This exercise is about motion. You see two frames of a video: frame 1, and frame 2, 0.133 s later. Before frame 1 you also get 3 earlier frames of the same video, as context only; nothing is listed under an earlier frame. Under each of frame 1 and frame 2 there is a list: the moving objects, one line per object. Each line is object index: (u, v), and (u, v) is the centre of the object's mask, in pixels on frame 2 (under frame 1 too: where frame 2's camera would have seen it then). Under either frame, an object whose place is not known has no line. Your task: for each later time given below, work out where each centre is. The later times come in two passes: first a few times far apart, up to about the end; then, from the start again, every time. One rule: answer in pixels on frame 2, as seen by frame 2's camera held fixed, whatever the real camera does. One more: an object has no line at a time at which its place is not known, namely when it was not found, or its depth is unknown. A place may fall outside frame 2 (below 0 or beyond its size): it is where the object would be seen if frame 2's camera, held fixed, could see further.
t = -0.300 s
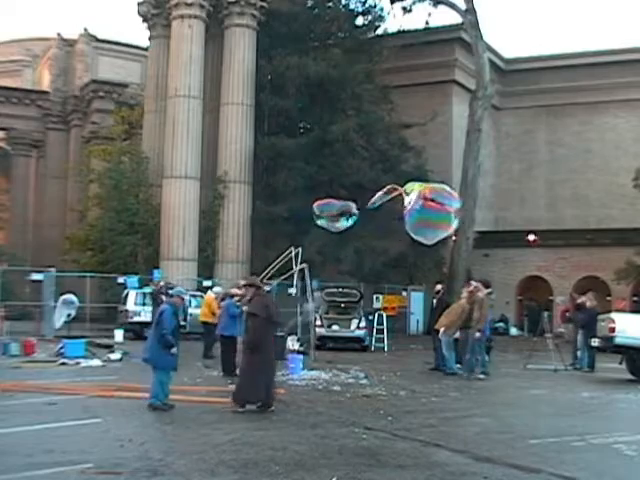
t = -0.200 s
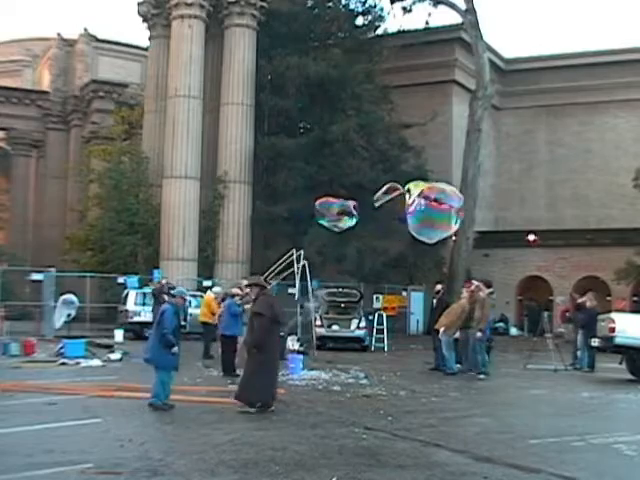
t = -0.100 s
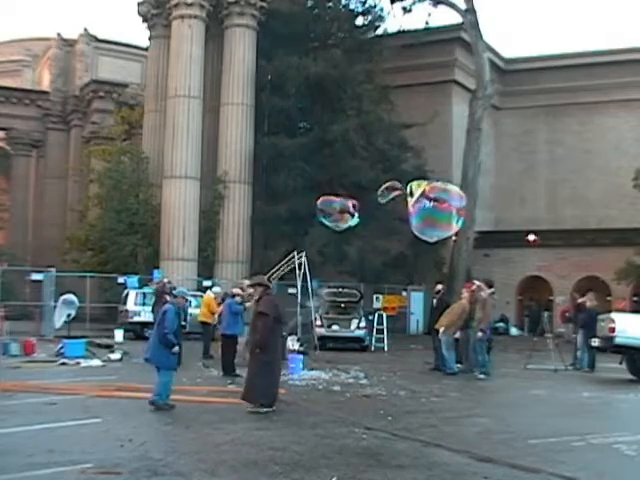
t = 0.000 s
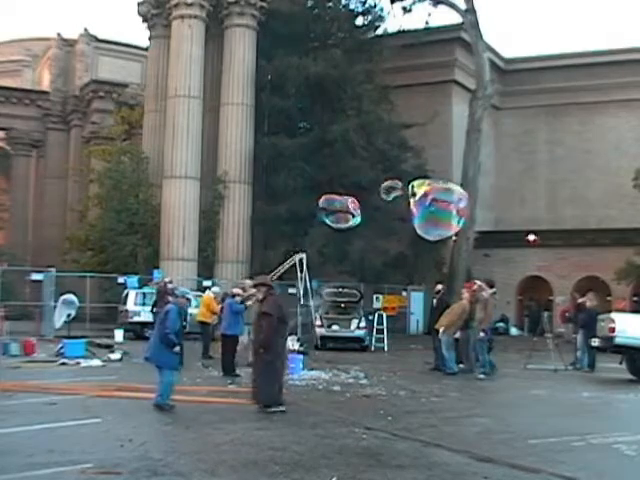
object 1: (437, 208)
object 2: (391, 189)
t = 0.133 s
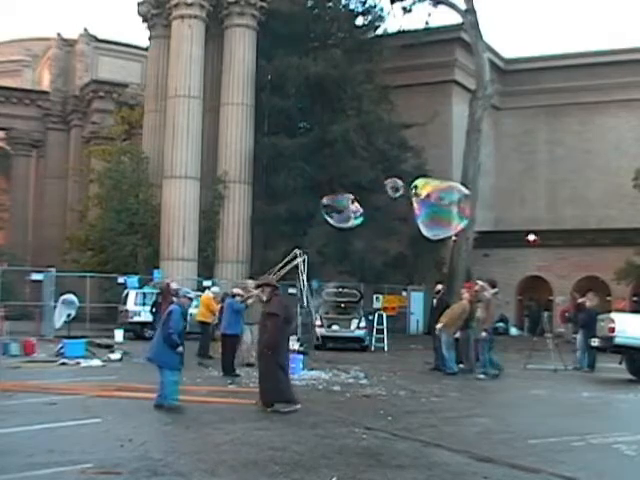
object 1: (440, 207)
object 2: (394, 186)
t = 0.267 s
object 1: (442, 206)
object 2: (397, 184)
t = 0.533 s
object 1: (448, 204)
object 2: (402, 180)
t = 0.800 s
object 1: (452, 202)
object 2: (407, 177)
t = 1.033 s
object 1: (457, 201)
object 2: (412, 173)
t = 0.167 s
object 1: (441, 206)
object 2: (395, 185)
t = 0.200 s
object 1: (441, 206)
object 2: (395, 185)
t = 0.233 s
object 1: (442, 206)
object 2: (396, 185)
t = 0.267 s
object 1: (442, 206)
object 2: (397, 184)
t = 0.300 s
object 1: (443, 205)
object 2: (397, 184)
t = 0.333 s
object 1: (444, 205)
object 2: (398, 183)
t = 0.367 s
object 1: (444, 205)
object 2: (399, 183)
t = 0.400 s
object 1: (445, 205)
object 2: (399, 182)
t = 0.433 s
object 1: (446, 205)
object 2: (400, 181)
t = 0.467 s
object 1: (446, 204)
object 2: (400, 181)
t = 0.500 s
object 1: (447, 204)
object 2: (401, 180)
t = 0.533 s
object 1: (448, 204)
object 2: (402, 180)
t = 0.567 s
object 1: (448, 204)
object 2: (403, 179)
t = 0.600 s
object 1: (448, 203)
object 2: (403, 179)
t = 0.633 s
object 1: (449, 203)
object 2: (404, 178)
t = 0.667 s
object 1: (450, 203)
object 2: (405, 178)
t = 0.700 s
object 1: (450, 203)
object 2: (406, 177)
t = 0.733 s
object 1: (451, 202)
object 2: (406, 177)
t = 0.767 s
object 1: (452, 202)
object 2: (407, 177)
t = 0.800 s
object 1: (452, 202)
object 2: (407, 177)
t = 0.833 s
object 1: (453, 202)
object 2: (409, 176)
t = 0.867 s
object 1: (454, 202)
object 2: (409, 175)
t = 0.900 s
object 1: (454, 201)
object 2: (410, 175)
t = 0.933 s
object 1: (455, 201)
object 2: (411, 174)
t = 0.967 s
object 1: (456, 201)
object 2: (411, 174)
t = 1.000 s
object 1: (456, 201)
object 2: (412, 173)
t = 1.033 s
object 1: (457, 201)
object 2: (412, 173)
